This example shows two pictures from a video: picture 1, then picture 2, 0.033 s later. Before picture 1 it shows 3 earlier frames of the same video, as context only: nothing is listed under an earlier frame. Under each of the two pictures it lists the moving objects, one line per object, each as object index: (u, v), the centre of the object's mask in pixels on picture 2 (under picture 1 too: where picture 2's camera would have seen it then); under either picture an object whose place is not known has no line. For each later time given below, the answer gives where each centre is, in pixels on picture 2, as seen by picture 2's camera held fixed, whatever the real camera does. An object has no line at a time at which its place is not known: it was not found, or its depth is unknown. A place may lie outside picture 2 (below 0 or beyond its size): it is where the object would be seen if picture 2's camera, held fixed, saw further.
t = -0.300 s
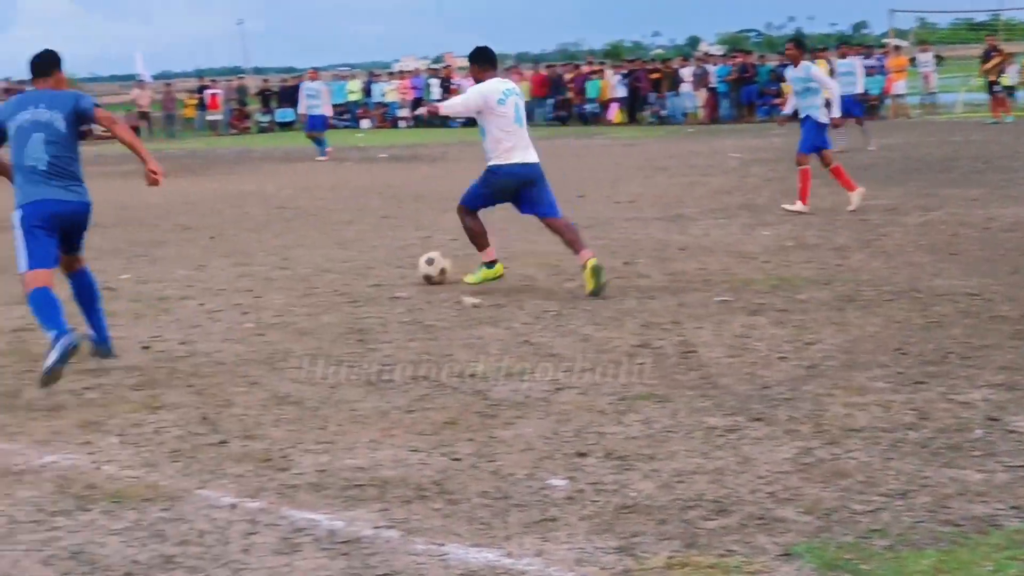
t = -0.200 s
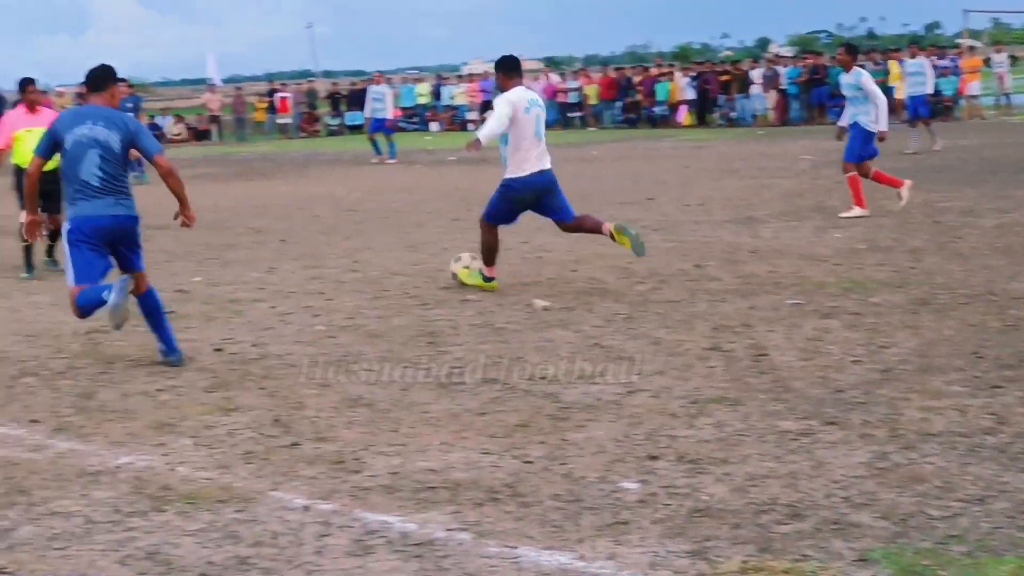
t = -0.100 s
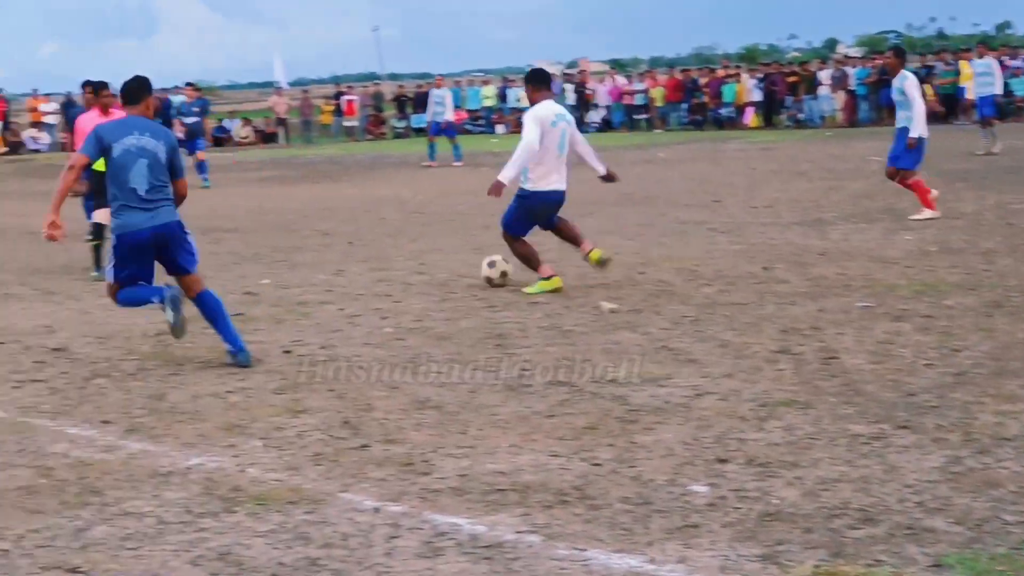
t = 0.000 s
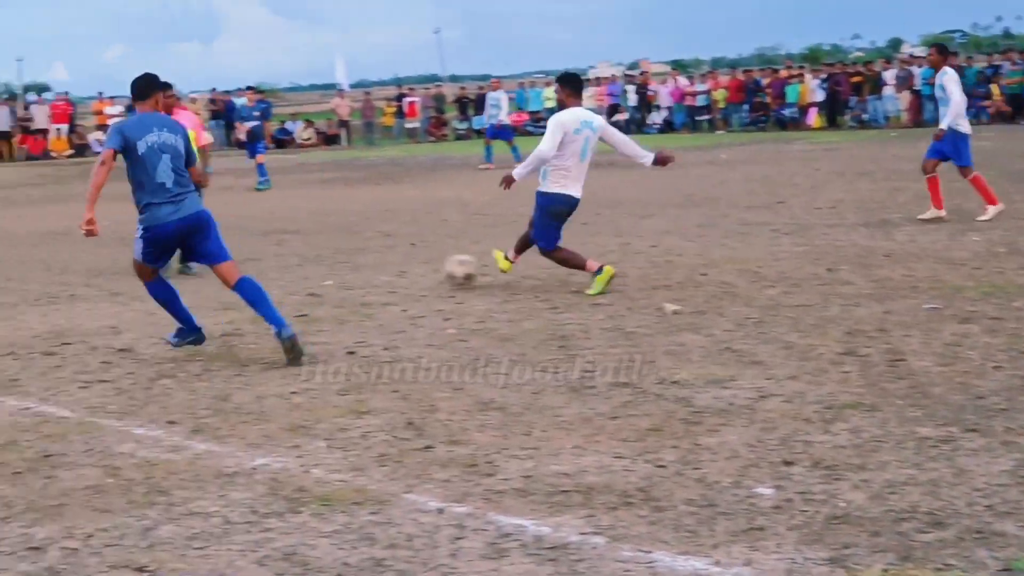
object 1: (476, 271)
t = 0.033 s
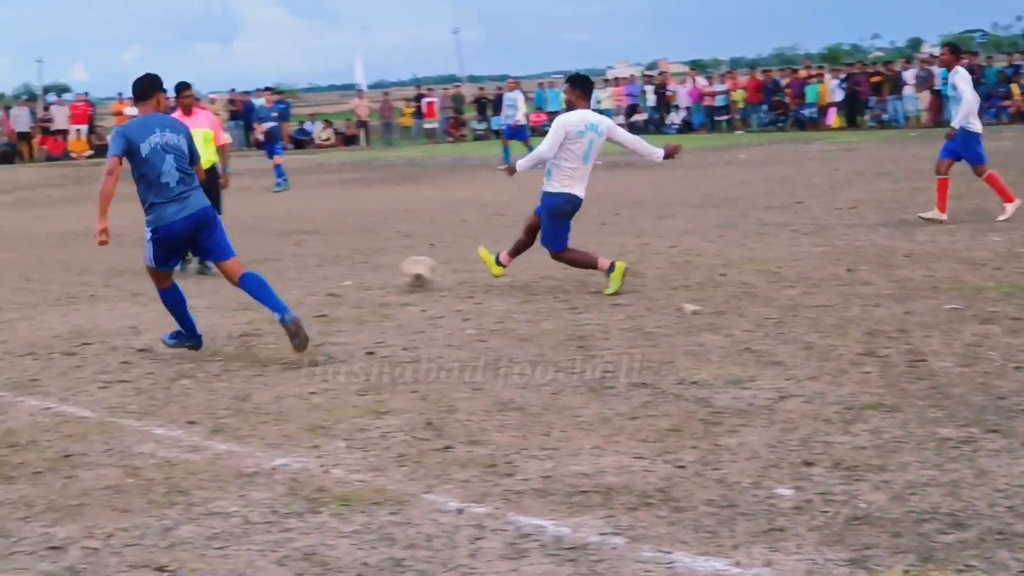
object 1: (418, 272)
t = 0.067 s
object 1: (361, 277)
